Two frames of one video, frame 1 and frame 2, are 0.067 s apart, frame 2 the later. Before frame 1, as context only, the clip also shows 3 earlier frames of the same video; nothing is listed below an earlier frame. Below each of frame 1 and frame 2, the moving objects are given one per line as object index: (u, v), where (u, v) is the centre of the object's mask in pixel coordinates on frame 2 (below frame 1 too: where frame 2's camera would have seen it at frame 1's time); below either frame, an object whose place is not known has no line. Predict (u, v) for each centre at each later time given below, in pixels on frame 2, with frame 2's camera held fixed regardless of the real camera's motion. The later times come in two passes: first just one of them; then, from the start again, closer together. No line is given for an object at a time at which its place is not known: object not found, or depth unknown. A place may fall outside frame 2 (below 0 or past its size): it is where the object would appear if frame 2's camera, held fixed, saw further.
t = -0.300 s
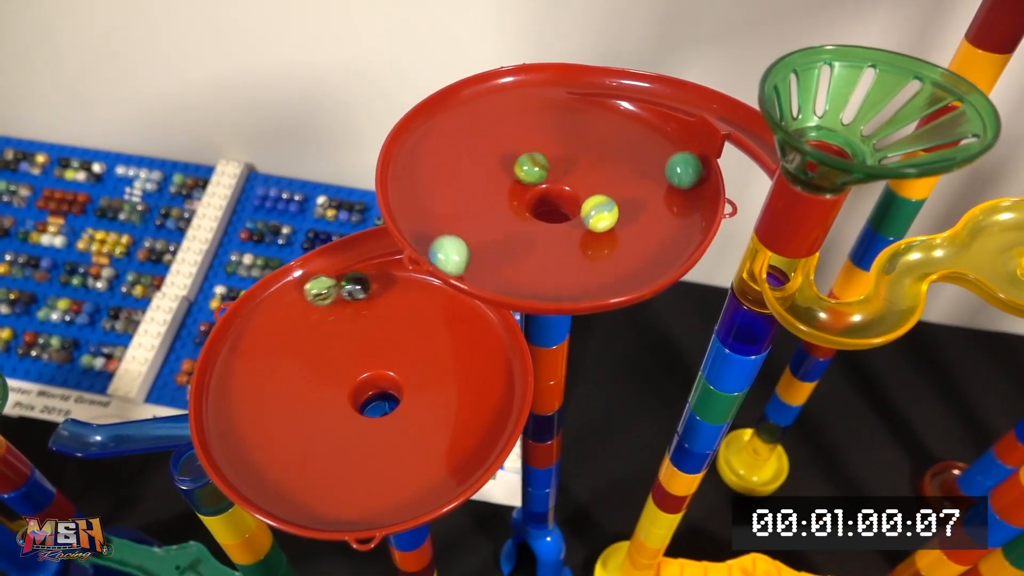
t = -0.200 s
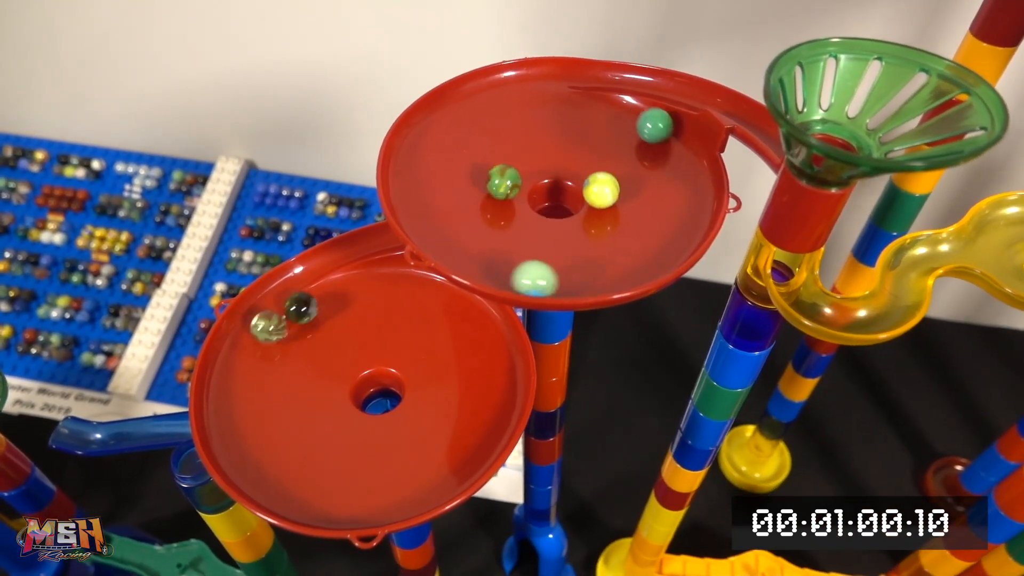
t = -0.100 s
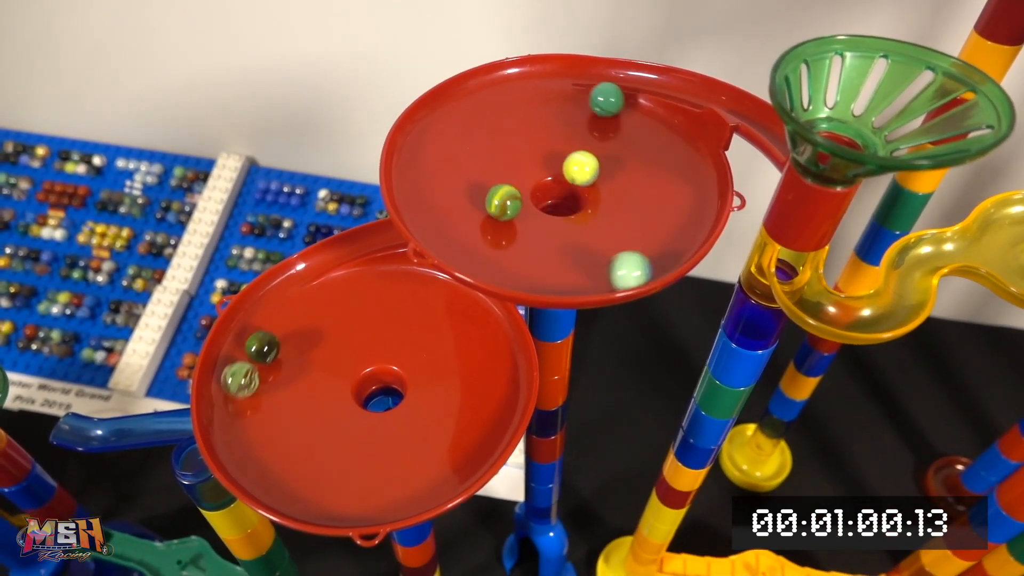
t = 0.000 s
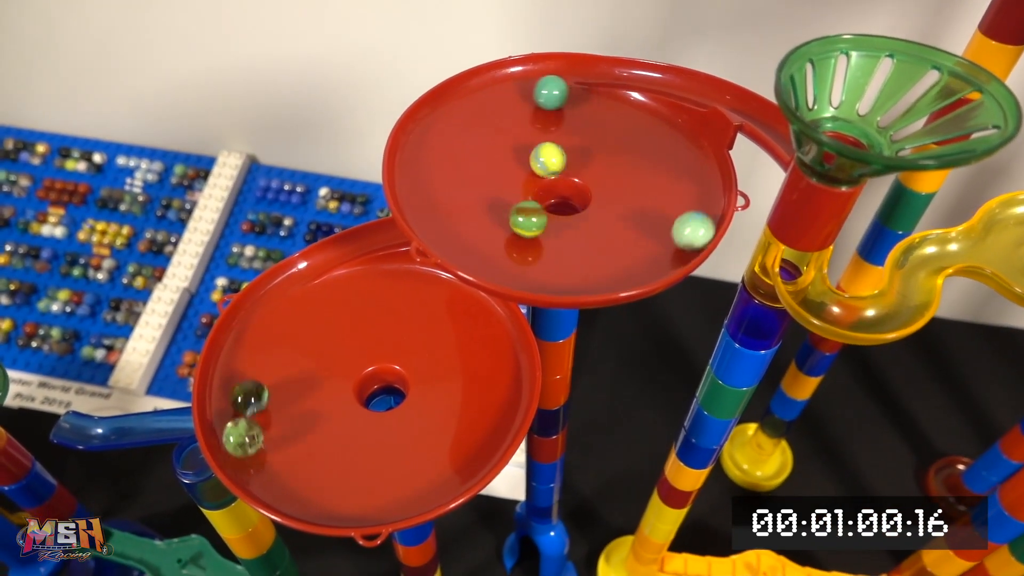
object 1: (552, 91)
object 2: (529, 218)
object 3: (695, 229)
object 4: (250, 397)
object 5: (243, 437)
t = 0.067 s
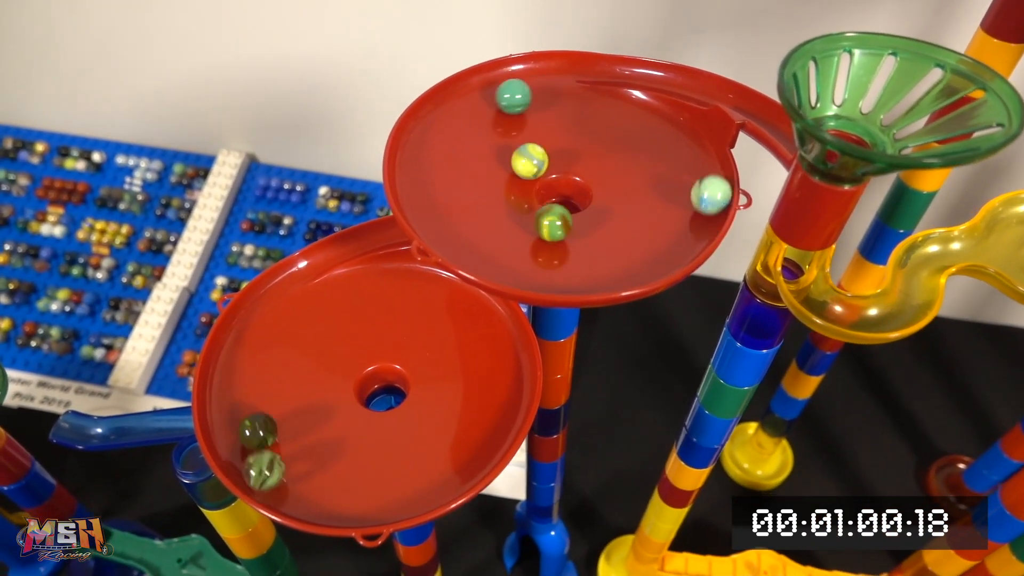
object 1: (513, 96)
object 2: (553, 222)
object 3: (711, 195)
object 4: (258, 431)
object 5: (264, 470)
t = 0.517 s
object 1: (483, 248)
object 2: (582, 143)
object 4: (483, 416)
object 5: (509, 386)
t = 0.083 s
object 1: (504, 99)
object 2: (559, 222)
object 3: (712, 186)
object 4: (262, 439)
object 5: (271, 477)
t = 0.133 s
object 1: (479, 109)
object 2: (578, 219)
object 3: (707, 160)
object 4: (280, 459)
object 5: (299, 495)
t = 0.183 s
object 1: (458, 122)
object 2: (597, 212)
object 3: (694, 138)
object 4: (304, 474)
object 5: (331, 504)
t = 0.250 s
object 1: (438, 144)
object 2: (614, 197)
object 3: (663, 113)
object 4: (344, 485)
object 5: (380, 502)
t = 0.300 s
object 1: (431, 163)
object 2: (618, 183)
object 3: (634, 100)
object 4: (377, 485)
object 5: (415, 492)
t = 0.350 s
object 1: (430, 184)
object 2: (618, 170)
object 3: (602, 91)
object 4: (409, 477)
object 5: (449, 473)
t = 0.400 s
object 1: (438, 206)
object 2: (611, 158)
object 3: (569, 89)
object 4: (439, 463)
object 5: (477, 448)
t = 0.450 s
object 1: (454, 227)
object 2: (599, 149)
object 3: (536, 91)
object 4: (463, 444)
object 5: (495, 421)
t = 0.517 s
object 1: (483, 248)
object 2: (582, 143)
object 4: (483, 416)
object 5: (509, 386)
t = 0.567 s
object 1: (516, 262)
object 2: (566, 142)
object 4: (493, 393)
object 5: (511, 358)
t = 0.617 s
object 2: (551, 145)
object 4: (498, 368)
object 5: (506, 331)
